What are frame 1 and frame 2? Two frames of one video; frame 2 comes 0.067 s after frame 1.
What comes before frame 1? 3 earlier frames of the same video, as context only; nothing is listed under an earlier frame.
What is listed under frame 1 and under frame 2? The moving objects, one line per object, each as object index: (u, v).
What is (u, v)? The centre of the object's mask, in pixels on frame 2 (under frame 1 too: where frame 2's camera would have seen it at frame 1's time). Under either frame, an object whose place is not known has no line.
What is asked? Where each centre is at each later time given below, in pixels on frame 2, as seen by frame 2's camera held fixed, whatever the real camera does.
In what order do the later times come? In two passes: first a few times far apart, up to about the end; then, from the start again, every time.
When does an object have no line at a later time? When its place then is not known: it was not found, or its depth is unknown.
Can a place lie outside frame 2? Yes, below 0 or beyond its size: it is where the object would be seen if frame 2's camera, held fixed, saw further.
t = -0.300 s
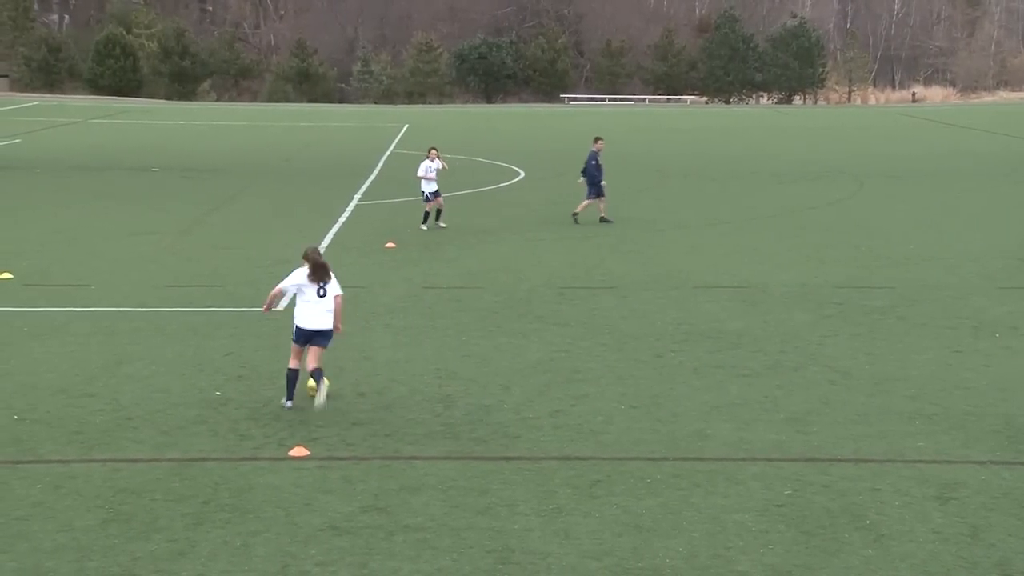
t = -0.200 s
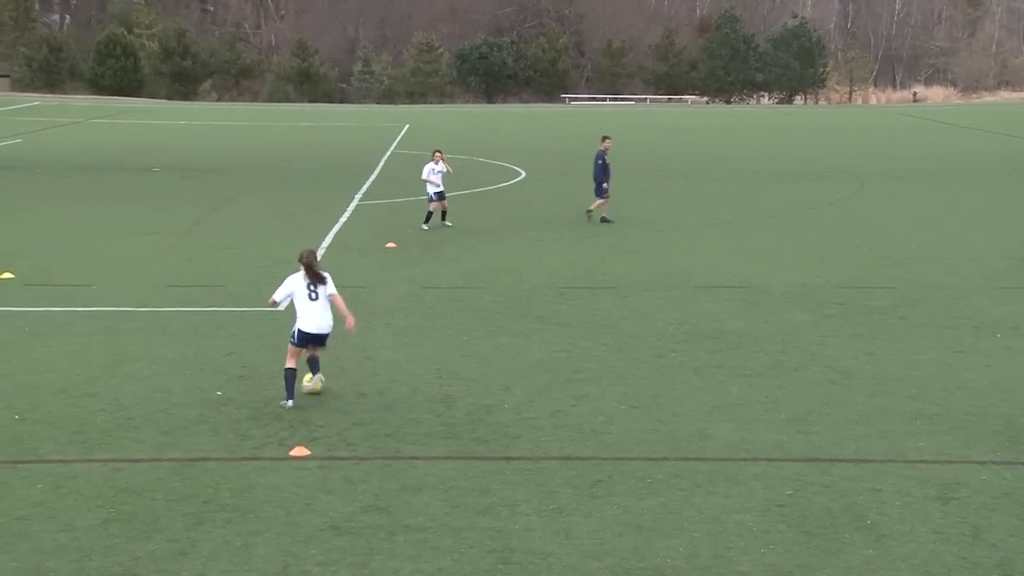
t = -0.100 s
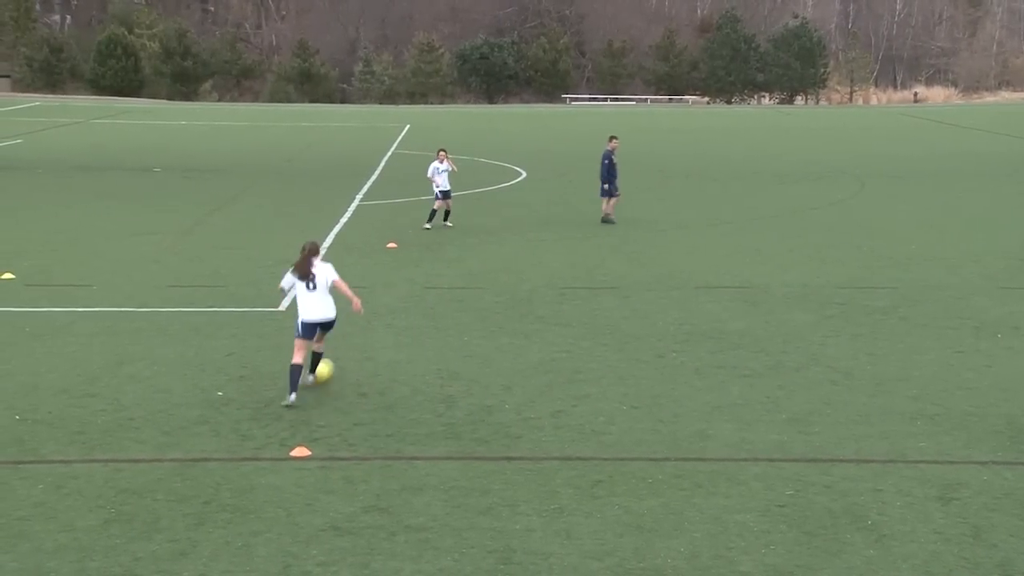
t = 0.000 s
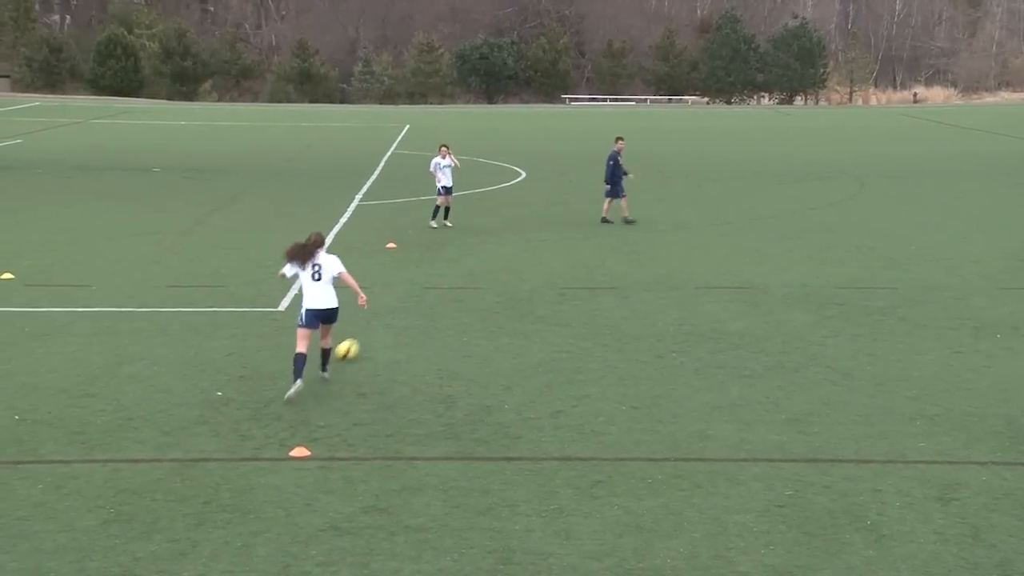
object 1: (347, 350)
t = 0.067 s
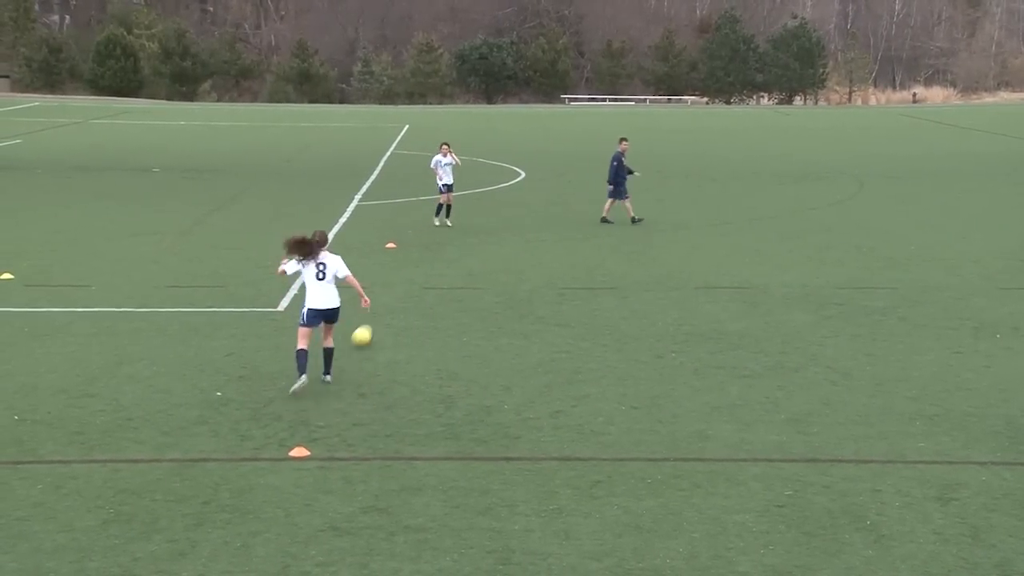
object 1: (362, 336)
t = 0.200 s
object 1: (389, 314)
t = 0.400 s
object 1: (422, 289)
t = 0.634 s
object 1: (450, 271)
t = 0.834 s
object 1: (467, 260)
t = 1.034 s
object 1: (480, 249)
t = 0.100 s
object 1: (370, 330)
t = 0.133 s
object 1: (377, 326)
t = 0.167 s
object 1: (384, 321)
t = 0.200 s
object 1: (389, 314)
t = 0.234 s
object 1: (396, 310)
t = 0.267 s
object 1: (401, 306)
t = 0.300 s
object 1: (408, 303)
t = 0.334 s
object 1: (413, 298)
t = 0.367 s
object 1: (418, 293)
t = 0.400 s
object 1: (422, 289)
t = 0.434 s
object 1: (427, 288)
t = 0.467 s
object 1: (432, 286)
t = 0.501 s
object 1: (436, 282)
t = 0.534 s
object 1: (440, 277)
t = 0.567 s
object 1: (443, 274)
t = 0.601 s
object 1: (447, 272)
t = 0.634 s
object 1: (450, 271)
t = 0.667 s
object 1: (454, 270)
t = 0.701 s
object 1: (457, 267)
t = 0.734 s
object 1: (459, 264)
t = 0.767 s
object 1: (463, 262)
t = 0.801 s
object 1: (465, 261)
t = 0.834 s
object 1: (467, 260)
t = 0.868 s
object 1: (470, 257)
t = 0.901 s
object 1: (472, 254)
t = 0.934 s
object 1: (474, 252)
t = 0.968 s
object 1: (476, 252)
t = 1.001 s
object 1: (478, 251)
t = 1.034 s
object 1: (480, 249)
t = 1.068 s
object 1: (482, 247)
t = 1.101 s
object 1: (485, 246)
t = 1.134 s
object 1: (486, 245)
